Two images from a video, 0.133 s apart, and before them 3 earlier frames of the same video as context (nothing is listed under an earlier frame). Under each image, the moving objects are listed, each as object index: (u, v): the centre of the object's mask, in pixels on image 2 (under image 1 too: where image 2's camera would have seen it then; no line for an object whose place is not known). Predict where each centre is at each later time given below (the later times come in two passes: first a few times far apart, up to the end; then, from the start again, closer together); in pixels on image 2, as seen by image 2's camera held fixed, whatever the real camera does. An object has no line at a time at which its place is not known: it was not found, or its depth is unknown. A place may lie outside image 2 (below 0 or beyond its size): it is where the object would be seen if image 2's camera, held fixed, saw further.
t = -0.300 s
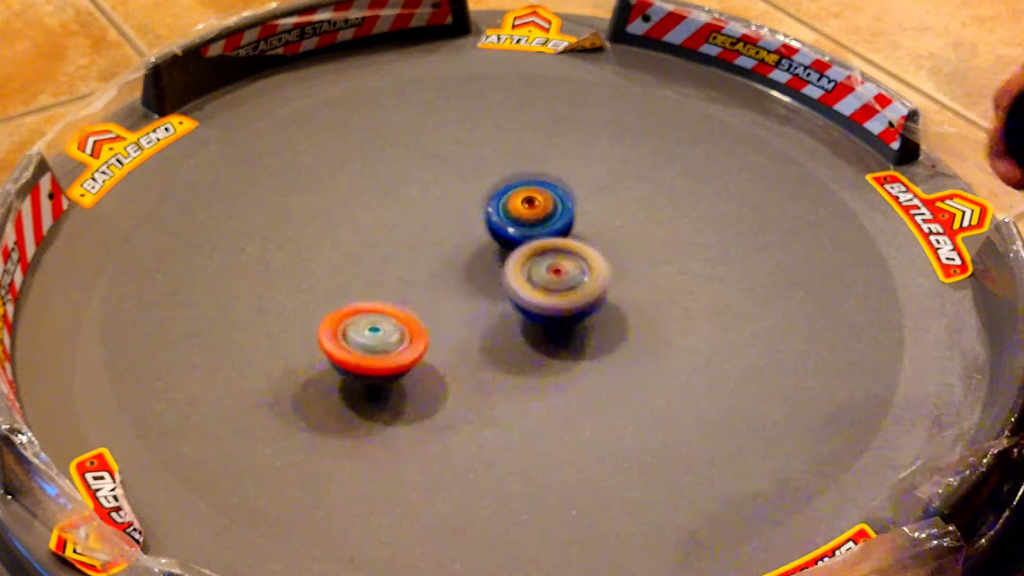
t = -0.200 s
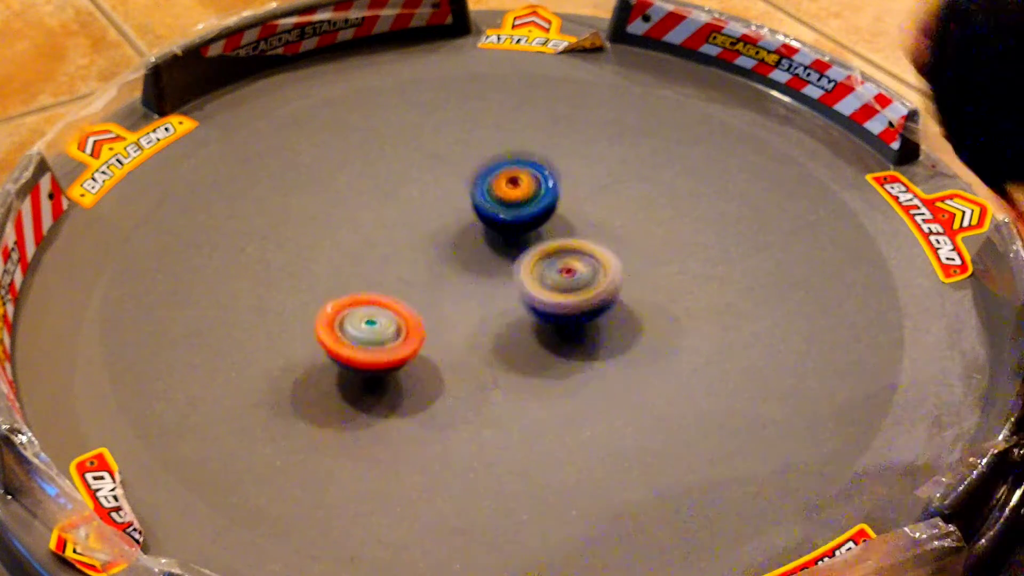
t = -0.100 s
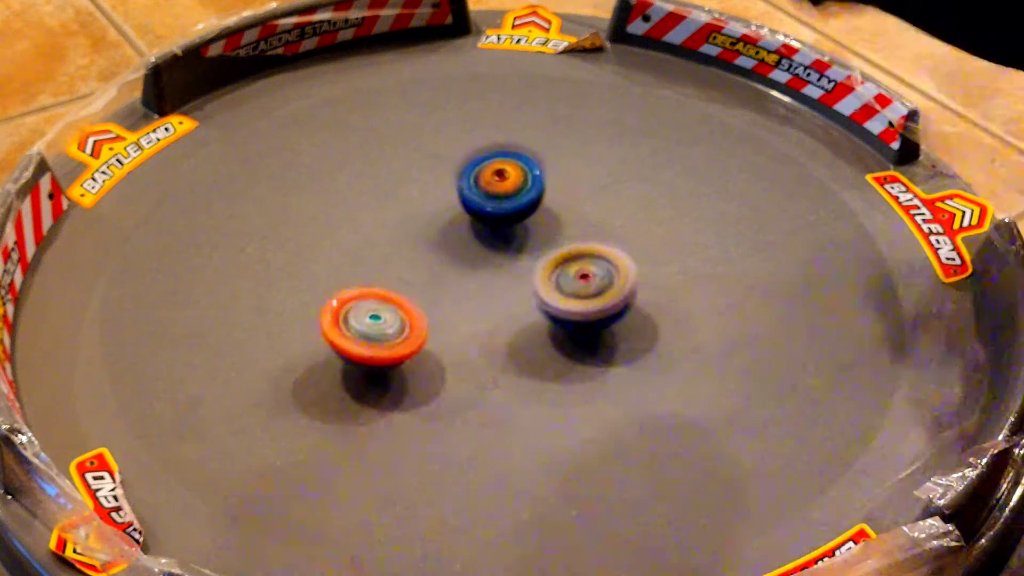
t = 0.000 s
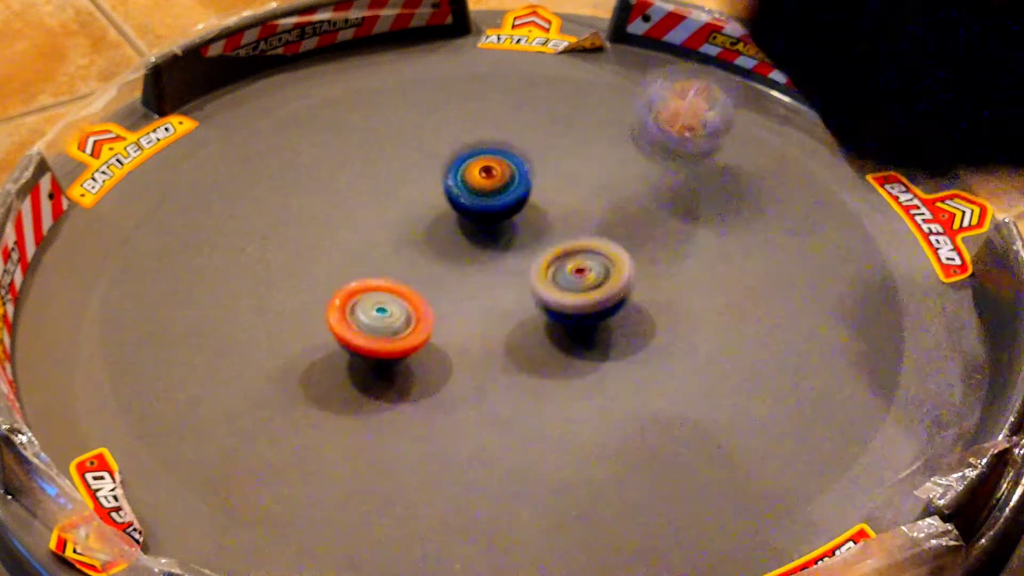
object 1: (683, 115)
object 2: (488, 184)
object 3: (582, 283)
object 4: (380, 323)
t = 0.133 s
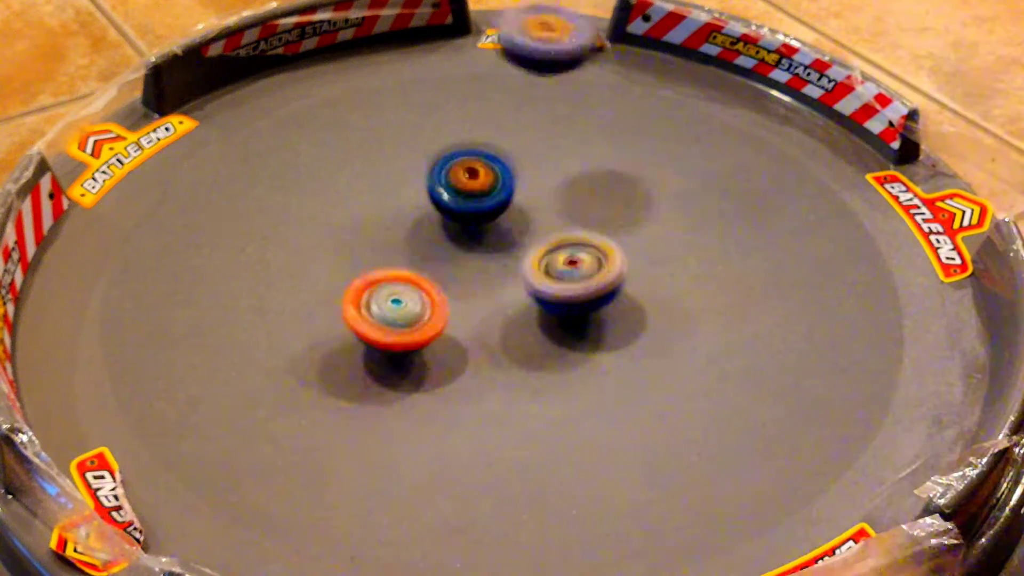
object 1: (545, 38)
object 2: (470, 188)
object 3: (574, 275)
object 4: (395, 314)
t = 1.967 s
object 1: (593, 411)
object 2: (689, 251)
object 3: (548, 258)
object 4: (270, 365)
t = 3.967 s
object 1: (621, 225)
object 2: (520, 236)
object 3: (450, 409)
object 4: (339, 303)
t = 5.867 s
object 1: (242, 196)
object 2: (473, 250)
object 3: (671, 387)
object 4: (537, 333)
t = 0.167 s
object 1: (505, 44)
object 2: (466, 189)
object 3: (574, 274)
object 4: (400, 311)
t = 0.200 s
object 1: (469, 65)
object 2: (463, 190)
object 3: (573, 273)
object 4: (405, 309)
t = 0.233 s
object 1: (436, 99)
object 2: (459, 192)
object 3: (574, 272)
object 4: (412, 306)
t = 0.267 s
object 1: (388, 119)
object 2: (475, 211)
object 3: (574, 271)
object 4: (418, 304)
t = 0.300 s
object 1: (349, 77)
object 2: (492, 234)
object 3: (579, 273)
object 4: (425, 303)
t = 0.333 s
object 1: (308, 53)
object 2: (483, 240)
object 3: (609, 281)
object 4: (432, 302)
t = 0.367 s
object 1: (271, 45)
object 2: (477, 233)
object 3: (637, 296)
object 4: (423, 320)
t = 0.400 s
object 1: (255, 61)
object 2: (480, 215)
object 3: (665, 306)
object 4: (414, 344)
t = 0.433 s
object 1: (260, 109)
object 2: (482, 203)
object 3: (684, 314)
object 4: (407, 362)
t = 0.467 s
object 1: (272, 142)
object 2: (482, 195)
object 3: (700, 322)
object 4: (402, 377)
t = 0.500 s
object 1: (287, 169)
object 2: (482, 188)
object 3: (714, 327)
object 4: (399, 388)
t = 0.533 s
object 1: (306, 196)
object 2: (482, 183)
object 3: (721, 332)
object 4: (398, 396)
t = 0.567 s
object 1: (328, 225)
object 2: (482, 181)
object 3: (725, 334)
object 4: (400, 401)
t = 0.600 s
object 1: (350, 241)
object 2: (482, 179)
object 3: (726, 339)
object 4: (405, 403)
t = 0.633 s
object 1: (371, 262)
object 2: (482, 178)
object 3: (721, 340)
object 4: (409, 405)
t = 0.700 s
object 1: (409, 302)
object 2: (484, 177)
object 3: (709, 341)
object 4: (413, 407)
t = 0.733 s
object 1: (426, 314)
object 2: (485, 177)
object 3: (698, 340)
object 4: (415, 409)
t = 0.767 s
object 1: (441, 323)
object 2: (487, 177)
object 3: (688, 339)
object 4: (416, 410)
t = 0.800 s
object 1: (454, 332)
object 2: (488, 177)
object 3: (678, 336)
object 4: (417, 412)
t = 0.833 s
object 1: (465, 344)
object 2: (489, 179)
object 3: (667, 334)
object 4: (417, 413)
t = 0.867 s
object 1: (477, 357)
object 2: (491, 181)
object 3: (657, 331)
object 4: (412, 421)
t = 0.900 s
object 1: (487, 367)
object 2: (493, 182)
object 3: (649, 326)
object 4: (407, 425)
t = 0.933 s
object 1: (495, 375)
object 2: (494, 184)
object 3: (640, 322)
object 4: (403, 428)
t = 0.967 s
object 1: (501, 386)
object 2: (495, 186)
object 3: (634, 318)
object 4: (401, 431)
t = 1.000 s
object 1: (503, 397)
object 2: (496, 184)
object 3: (629, 317)
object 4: (400, 431)
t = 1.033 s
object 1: (510, 404)
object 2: (496, 186)
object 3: (623, 315)
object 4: (390, 434)
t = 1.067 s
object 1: (517, 408)
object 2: (496, 189)
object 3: (621, 313)
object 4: (381, 436)
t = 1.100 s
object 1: (522, 412)
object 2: (495, 191)
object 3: (620, 314)
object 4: (375, 437)
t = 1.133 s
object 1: (524, 416)
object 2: (493, 193)
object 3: (618, 311)
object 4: (369, 436)
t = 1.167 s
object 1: (525, 418)
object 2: (492, 196)
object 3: (615, 312)
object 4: (363, 436)
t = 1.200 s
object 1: (525, 420)
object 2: (491, 198)
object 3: (608, 317)
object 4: (358, 433)
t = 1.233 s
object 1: (525, 421)
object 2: (491, 205)
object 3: (593, 323)
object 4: (354, 430)
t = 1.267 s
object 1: (523, 422)
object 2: (492, 208)
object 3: (573, 322)
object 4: (351, 427)
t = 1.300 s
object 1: (521, 420)
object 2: (493, 214)
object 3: (557, 317)
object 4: (349, 423)
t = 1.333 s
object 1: (519, 420)
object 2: (495, 217)
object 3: (539, 313)
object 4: (348, 419)
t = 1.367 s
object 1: (517, 418)
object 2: (498, 220)
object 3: (523, 310)
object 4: (348, 414)
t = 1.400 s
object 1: (517, 417)
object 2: (501, 222)
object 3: (508, 306)
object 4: (349, 409)
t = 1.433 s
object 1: (517, 413)
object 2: (506, 225)
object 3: (498, 302)
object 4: (350, 403)
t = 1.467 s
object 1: (518, 411)
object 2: (512, 228)
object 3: (491, 298)
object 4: (352, 397)
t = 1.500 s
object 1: (521, 406)
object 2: (523, 232)
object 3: (481, 299)
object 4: (356, 391)
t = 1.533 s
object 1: (524, 402)
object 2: (535, 239)
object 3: (470, 302)
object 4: (361, 385)
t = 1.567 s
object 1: (527, 396)
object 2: (546, 242)
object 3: (465, 303)
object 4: (367, 379)
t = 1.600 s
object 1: (531, 391)
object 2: (556, 248)
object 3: (460, 305)
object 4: (371, 373)
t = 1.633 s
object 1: (536, 386)
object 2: (564, 256)
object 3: (458, 306)
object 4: (377, 366)
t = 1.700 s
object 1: (544, 378)
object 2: (579, 267)
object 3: (462, 303)
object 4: (385, 356)
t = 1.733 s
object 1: (547, 374)
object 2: (585, 273)
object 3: (473, 301)
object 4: (384, 354)
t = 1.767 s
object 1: (552, 373)
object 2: (590, 278)
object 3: (484, 297)
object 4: (387, 348)
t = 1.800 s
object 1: (558, 372)
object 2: (600, 283)
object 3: (490, 294)
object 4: (392, 345)
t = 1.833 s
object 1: (567, 373)
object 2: (620, 289)
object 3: (484, 294)
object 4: (398, 340)
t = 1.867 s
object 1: (579, 369)
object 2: (636, 293)
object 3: (490, 290)
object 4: (384, 340)
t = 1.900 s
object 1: (591, 363)
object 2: (652, 297)
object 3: (516, 278)
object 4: (339, 349)
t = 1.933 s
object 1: (594, 380)
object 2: (669, 284)
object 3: (535, 268)
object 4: (300, 360)
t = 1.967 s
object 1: (593, 411)
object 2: (689, 251)
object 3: (548, 258)
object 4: (270, 365)
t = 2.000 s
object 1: (587, 436)
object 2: (707, 219)
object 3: (557, 249)
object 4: (248, 364)
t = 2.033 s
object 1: (582, 455)
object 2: (723, 192)
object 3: (564, 239)
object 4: (236, 365)
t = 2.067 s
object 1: (574, 470)
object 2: (737, 171)
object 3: (573, 232)
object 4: (232, 366)
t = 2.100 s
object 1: (560, 479)
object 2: (748, 154)
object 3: (583, 223)
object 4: (233, 366)
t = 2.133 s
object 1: (544, 482)
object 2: (759, 135)
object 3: (593, 214)
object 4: (235, 367)
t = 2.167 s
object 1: (518, 484)
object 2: (769, 123)
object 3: (605, 208)
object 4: (238, 370)
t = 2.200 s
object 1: (492, 479)
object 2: (775, 113)
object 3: (617, 201)
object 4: (242, 367)
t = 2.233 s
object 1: (467, 475)
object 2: (780, 102)
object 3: (628, 195)
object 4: (246, 366)
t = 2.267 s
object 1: (444, 464)
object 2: (782, 93)
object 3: (639, 189)
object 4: (252, 366)
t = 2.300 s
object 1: (426, 451)
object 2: (768, 94)
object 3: (650, 183)
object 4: (259, 364)
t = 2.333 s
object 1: (408, 439)
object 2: (752, 99)
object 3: (661, 178)
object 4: (266, 362)
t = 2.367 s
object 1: (396, 425)
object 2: (736, 101)
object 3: (672, 173)
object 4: (274, 361)
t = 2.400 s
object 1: (386, 412)
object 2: (723, 101)
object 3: (682, 167)
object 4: (282, 359)
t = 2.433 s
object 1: (401, 402)
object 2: (720, 100)
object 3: (680, 171)
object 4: (267, 347)
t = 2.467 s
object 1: (446, 400)
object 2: (719, 98)
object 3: (674, 178)
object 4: (220, 328)
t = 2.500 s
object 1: (483, 394)
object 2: (716, 97)
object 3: (667, 185)
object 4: (183, 312)
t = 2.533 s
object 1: (517, 389)
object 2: (713, 99)
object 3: (659, 191)
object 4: (153, 297)
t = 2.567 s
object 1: (547, 384)
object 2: (709, 103)
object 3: (651, 196)
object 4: (134, 283)
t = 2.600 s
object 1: (573, 378)
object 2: (705, 108)
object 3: (643, 200)
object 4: (125, 273)
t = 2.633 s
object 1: (595, 373)
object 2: (699, 113)
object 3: (635, 205)
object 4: (124, 266)
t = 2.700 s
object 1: (633, 361)
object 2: (681, 129)
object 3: (623, 212)
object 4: (131, 260)
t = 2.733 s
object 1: (645, 361)
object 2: (668, 139)
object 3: (622, 215)
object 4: (139, 258)
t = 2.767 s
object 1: (656, 360)
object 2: (653, 146)
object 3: (626, 217)
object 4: (148, 257)
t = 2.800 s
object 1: (669, 360)
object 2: (641, 150)
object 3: (628, 225)
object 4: (156, 255)
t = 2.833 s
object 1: (682, 358)
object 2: (630, 154)
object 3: (628, 229)
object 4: (167, 254)
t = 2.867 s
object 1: (696, 359)
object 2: (622, 159)
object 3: (626, 241)
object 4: (180, 253)
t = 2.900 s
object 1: (709, 361)
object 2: (611, 164)
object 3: (620, 254)
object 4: (193, 252)
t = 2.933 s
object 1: (717, 361)
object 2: (601, 171)
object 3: (608, 264)
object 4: (206, 251)
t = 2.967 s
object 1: (724, 361)
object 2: (588, 178)
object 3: (596, 275)
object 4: (221, 251)
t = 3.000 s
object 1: (727, 361)
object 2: (574, 185)
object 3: (584, 284)
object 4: (236, 251)
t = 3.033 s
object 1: (730, 360)
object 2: (560, 191)
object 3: (574, 291)
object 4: (251, 251)
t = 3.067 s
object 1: (729, 359)
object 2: (545, 201)
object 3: (567, 299)
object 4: (265, 251)
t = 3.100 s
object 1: (728, 359)
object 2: (528, 209)
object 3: (560, 305)
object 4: (281, 250)
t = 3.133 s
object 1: (724, 357)
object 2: (513, 217)
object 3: (552, 306)
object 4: (297, 251)
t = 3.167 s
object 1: (719, 355)
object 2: (497, 228)
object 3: (543, 308)
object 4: (313, 253)
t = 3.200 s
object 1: (712, 352)
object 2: (482, 236)
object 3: (533, 309)
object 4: (329, 260)
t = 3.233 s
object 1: (705, 348)
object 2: (467, 247)
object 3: (524, 310)
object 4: (346, 261)
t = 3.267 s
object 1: (697, 345)
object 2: (455, 255)
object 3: (518, 312)
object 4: (361, 264)
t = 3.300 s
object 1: (690, 340)
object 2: (463, 247)
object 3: (516, 321)
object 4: (356, 264)
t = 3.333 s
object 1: (682, 337)
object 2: (469, 241)
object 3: (514, 328)
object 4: (352, 271)
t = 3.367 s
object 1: (676, 333)
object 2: (471, 238)
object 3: (510, 333)
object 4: (353, 278)
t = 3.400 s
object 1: (670, 330)
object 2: (474, 236)
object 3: (507, 338)
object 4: (356, 284)
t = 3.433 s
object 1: (667, 327)
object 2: (478, 237)
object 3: (504, 341)
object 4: (361, 290)
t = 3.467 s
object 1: (665, 323)
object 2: (482, 237)
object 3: (500, 347)
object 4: (367, 297)
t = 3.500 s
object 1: (666, 315)
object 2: (484, 237)
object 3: (495, 348)
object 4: (371, 303)
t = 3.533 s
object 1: (666, 307)
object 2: (488, 237)
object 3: (488, 352)
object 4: (376, 310)
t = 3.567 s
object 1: (663, 298)
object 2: (492, 238)
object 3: (483, 354)
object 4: (379, 314)
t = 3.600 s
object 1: (661, 288)
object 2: (494, 235)
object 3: (474, 356)
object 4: (382, 320)
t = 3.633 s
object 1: (659, 279)
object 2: (497, 239)
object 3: (467, 359)
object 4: (382, 322)
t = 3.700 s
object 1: (651, 265)
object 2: (502, 237)
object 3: (459, 371)
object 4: (373, 322)
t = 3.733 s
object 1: (647, 257)
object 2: (505, 237)
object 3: (454, 380)
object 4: (367, 319)
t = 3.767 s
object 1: (644, 251)
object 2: (507, 239)
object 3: (449, 384)
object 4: (362, 317)
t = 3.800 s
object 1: (640, 246)
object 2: (510, 235)
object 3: (447, 393)
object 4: (356, 316)
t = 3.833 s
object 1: (636, 241)
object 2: (511, 235)
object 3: (446, 396)
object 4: (351, 313)
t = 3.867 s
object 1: (632, 236)
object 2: (515, 235)
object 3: (446, 397)
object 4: (346, 312)
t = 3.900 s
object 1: (628, 232)
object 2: (516, 236)
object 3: (444, 405)
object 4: (343, 309)
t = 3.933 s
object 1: (625, 229)
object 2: (517, 235)
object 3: (447, 407)
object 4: (341, 306)
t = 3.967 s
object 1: (621, 225)
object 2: (520, 236)
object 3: (450, 409)
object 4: (339, 303)
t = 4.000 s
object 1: (618, 222)
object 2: (521, 241)
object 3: (451, 410)
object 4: (338, 299)
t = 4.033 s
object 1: (616, 218)
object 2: (522, 244)
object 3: (456, 410)
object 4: (338, 296)
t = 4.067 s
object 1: (624, 207)
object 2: (508, 250)
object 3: (461, 408)
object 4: (339, 292)
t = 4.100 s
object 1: (628, 200)
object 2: (499, 255)
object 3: (465, 404)
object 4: (341, 289)
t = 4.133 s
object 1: (628, 194)
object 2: (495, 260)
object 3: (470, 400)
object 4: (343, 287)
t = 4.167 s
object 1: (628, 191)
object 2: (493, 261)
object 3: (474, 394)
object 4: (347, 284)
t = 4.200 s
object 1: (627, 187)
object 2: (492, 268)
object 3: (477, 390)
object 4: (351, 282)
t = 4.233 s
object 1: (625, 185)
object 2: (491, 271)
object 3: (479, 385)
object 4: (356, 279)
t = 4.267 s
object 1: (622, 182)
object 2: (490, 277)
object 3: (483, 378)
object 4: (361, 278)
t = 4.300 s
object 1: (619, 180)
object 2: (490, 279)
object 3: (485, 372)
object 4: (367, 276)
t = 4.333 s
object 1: (617, 179)
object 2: (490, 281)
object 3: (487, 364)
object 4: (373, 275)
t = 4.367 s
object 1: (613, 177)
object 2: (491, 282)
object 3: (492, 355)
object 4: (380, 276)
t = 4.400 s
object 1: (610, 177)
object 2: (492, 279)
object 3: (492, 351)
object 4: (387, 275)
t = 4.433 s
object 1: (607, 176)
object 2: (496, 276)
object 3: (493, 350)
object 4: (395, 277)
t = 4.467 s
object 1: (603, 177)
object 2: (507, 275)
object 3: (497, 348)
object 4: (394, 275)
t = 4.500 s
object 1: (596, 178)
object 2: (520, 273)
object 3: (502, 343)
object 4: (395, 276)
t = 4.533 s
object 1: (590, 179)
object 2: (534, 273)
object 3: (502, 340)
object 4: (400, 275)
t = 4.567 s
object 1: (583, 181)
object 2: (546, 272)
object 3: (507, 335)
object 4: (405, 278)
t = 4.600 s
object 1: (576, 182)
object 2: (557, 271)
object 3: (509, 329)
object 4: (410, 281)
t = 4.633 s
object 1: (571, 183)
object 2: (571, 268)
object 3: (505, 330)
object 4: (414, 284)
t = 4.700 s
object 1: (554, 187)
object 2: (601, 250)
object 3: (501, 333)
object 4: (418, 288)
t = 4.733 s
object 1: (545, 191)
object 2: (617, 240)
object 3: (503, 338)
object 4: (421, 287)
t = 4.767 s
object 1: (534, 194)
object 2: (632, 235)
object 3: (505, 339)
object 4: (425, 289)
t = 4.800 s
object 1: (522, 196)
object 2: (646, 227)
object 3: (507, 341)
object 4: (428, 292)
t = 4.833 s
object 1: (511, 198)
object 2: (660, 218)
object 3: (510, 343)
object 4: (430, 295)
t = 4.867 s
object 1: (500, 200)
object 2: (671, 211)
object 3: (512, 344)
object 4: (432, 297)
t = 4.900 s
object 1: (489, 202)
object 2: (680, 204)
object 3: (515, 347)
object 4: (435, 298)
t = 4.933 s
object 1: (478, 205)
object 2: (688, 199)
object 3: (518, 348)
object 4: (438, 300)
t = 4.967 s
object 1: (468, 210)
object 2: (694, 193)
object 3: (522, 349)
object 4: (440, 303)
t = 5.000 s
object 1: (457, 210)
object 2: (698, 189)
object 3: (528, 351)
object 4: (442, 303)
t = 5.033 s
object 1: (444, 214)
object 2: (698, 187)
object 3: (534, 352)
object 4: (444, 304)
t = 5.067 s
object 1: (435, 217)
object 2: (699, 183)
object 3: (537, 352)
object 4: (447, 304)
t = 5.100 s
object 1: (427, 218)
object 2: (699, 182)
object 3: (544, 353)
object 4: (449, 306)
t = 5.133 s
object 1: (418, 221)
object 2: (698, 181)
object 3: (548, 351)
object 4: (451, 307)
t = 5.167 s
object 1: (409, 225)
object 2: (697, 180)
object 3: (554, 350)
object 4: (454, 308)
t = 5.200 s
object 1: (401, 227)
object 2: (695, 180)
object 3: (559, 348)
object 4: (456, 309)
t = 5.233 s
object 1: (392, 231)
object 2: (694, 181)
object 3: (560, 345)
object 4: (458, 309)
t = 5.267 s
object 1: (384, 233)
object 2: (689, 180)
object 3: (566, 342)
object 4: (461, 311)
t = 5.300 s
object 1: (378, 236)
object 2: (684, 183)
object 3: (567, 337)
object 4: (464, 311)
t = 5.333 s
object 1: (372, 238)
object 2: (676, 187)
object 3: (571, 333)
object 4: (467, 312)
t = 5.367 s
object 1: (365, 242)
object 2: (667, 191)
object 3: (582, 333)
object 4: (461, 308)
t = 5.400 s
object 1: (359, 245)
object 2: (656, 196)
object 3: (598, 337)
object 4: (444, 293)
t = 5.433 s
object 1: (338, 243)
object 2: (644, 202)
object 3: (615, 338)
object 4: (449, 288)
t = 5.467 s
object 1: (302, 234)
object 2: (629, 208)
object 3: (624, 345)
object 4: (473, 291)
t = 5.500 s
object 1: (275, 226)
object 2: (615, 216)
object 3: (631, 346)
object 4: (496, 292)
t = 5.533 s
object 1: (255, 219)
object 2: (600, 222)
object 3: (638, 349)
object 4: (511, 290)
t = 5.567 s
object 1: (239, 213)
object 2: (585, 228)
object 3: (645, 351)
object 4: (525, 295)
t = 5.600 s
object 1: (230, 209)
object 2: (573, 228)
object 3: (650, 357)
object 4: (532, 293)
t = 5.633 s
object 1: (226, 204)
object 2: (558, 229)
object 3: (655, 361)
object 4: (533, 304)
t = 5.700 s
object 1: (230, 196)
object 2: (528, 238)
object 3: (664, 370)
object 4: (535, 316)
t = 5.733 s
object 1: (234, 195)
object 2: (512, 243)
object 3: (667, 373)
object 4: (537, 317)
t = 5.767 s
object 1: (237, 195)
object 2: (500, 248)
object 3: (670, 379)
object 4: (537, 325)
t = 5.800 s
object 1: (240, 195)
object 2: (487, 248)
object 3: (671, 383)
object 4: (539, 329)
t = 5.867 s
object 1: (242, 196)
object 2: (473, 250)
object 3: (671, 387)
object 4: (537, 333)
